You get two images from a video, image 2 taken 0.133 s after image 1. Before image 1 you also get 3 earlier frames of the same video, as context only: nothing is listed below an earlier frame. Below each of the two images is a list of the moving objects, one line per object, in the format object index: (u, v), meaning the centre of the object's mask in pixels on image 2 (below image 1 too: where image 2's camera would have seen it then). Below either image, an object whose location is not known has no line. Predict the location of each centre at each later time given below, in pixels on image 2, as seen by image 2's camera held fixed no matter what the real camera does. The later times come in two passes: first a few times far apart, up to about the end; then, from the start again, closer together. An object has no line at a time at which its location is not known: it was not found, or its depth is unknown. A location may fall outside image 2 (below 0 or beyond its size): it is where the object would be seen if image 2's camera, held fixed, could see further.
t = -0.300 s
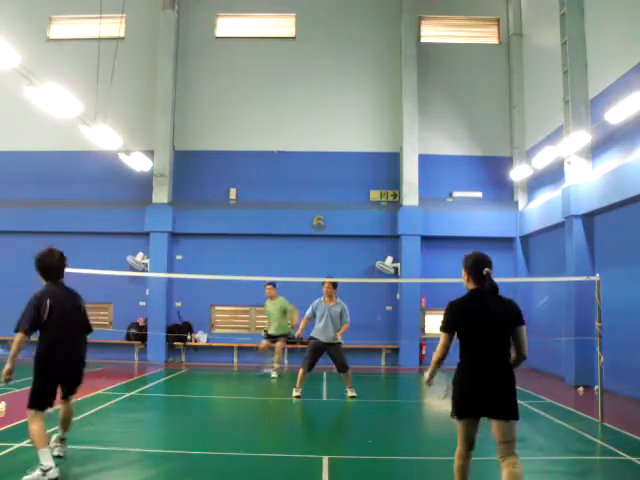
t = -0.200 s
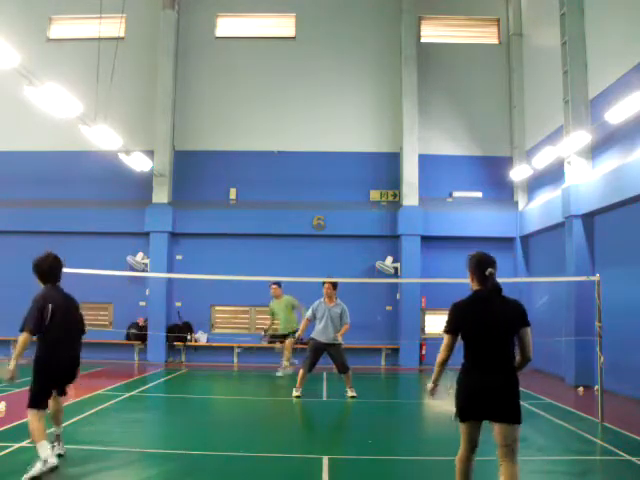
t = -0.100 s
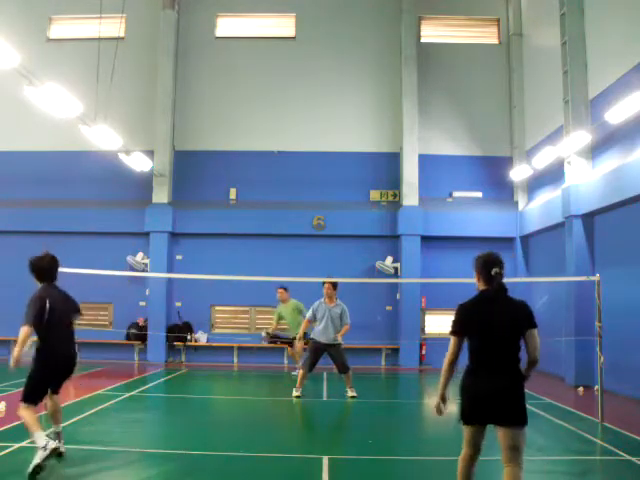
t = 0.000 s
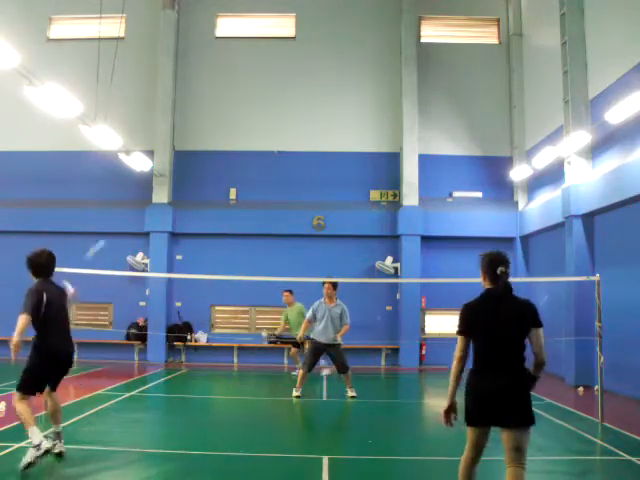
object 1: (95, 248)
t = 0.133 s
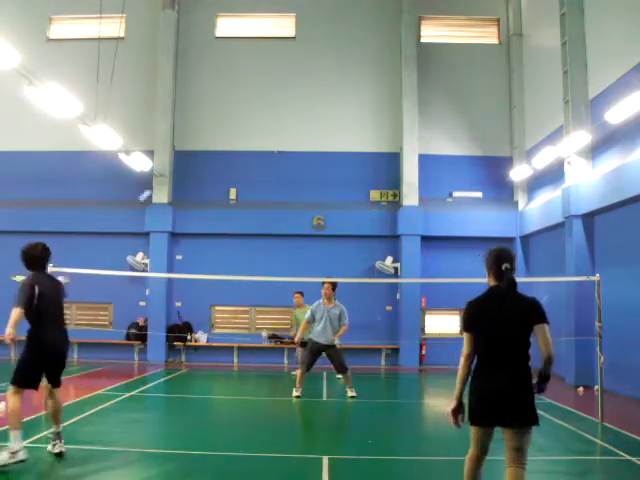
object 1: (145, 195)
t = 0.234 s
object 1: (167, 177)
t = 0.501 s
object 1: (204, 173)
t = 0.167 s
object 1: (152, 188)
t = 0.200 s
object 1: (161, 182)
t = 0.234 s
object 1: (167, 177)
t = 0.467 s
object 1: (200, 171)
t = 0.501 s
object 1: (204, 173)
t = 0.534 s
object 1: (207, 176)
